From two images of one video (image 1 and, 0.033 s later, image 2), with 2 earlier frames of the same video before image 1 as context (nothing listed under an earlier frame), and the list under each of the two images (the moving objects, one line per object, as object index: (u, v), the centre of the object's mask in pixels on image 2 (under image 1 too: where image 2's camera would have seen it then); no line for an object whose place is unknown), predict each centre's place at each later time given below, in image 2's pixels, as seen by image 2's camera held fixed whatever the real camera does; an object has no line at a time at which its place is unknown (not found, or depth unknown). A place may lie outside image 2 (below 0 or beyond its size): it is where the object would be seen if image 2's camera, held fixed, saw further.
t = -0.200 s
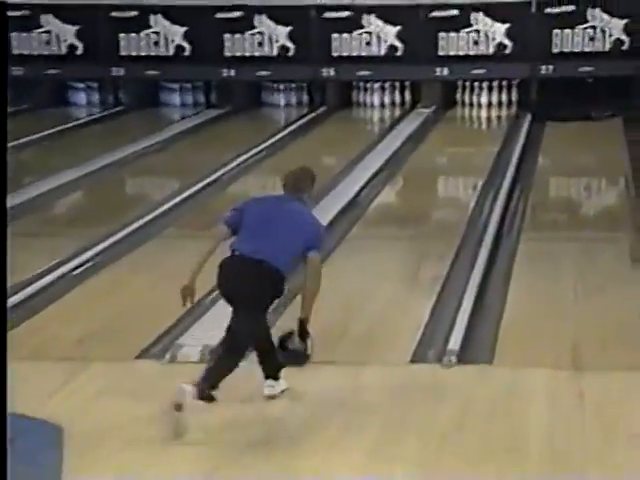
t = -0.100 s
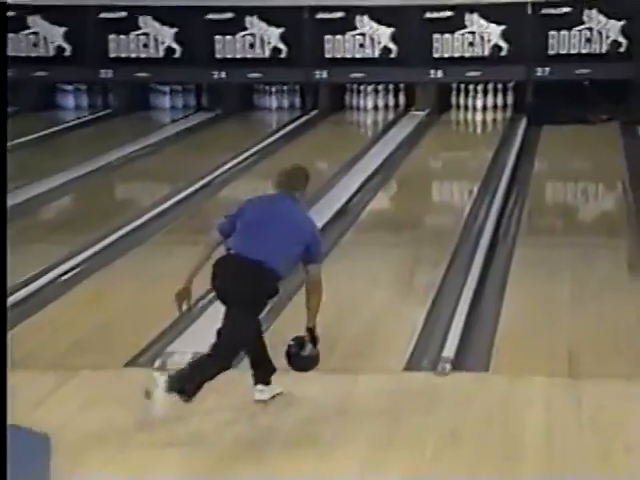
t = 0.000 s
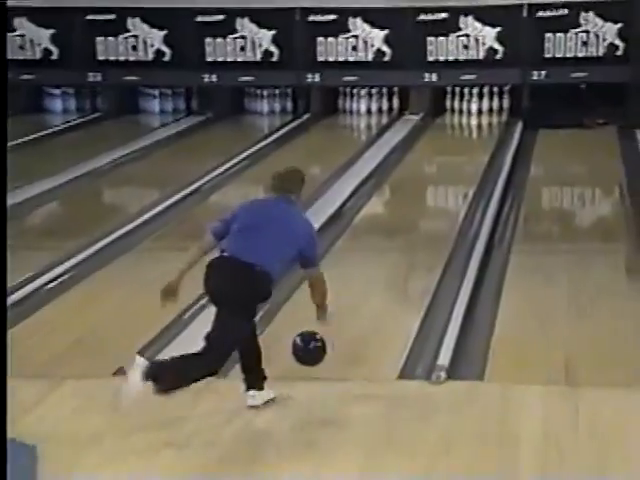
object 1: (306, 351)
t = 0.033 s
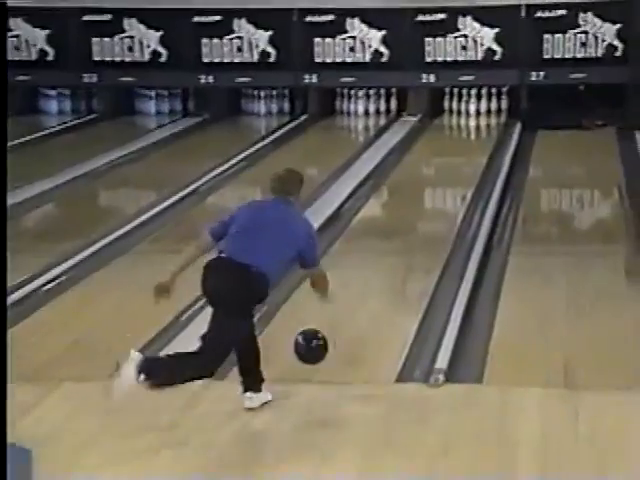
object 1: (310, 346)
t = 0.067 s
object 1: (315, 342)
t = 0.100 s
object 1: (319, 338)
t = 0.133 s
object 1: (323, 334)
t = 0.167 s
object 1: (325, 333)
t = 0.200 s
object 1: (329, 331)
